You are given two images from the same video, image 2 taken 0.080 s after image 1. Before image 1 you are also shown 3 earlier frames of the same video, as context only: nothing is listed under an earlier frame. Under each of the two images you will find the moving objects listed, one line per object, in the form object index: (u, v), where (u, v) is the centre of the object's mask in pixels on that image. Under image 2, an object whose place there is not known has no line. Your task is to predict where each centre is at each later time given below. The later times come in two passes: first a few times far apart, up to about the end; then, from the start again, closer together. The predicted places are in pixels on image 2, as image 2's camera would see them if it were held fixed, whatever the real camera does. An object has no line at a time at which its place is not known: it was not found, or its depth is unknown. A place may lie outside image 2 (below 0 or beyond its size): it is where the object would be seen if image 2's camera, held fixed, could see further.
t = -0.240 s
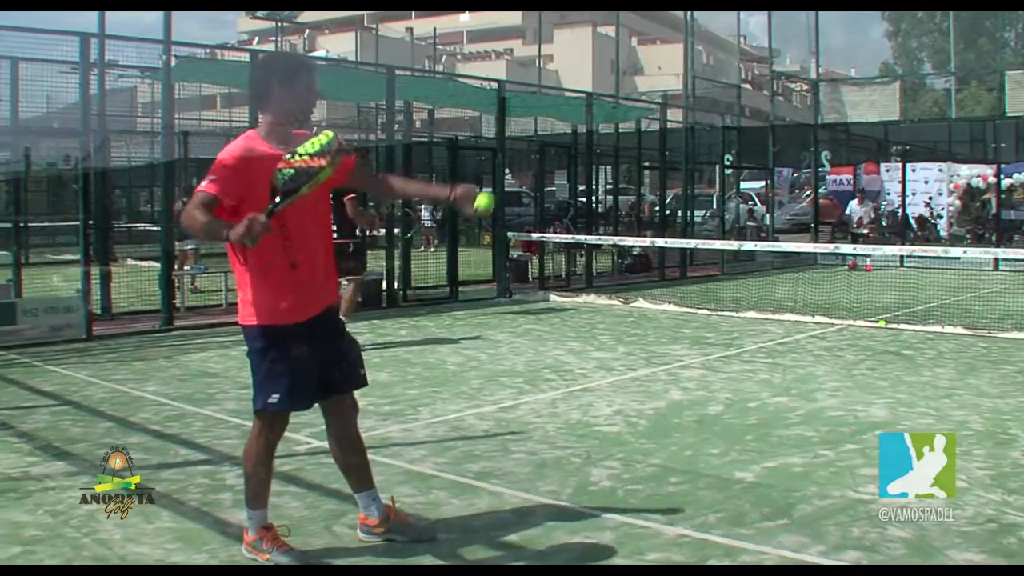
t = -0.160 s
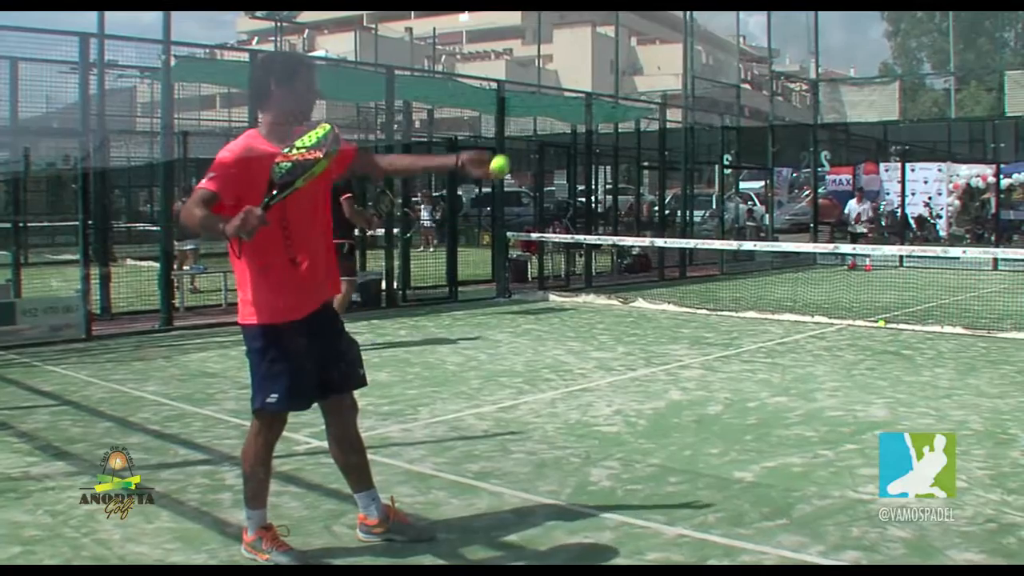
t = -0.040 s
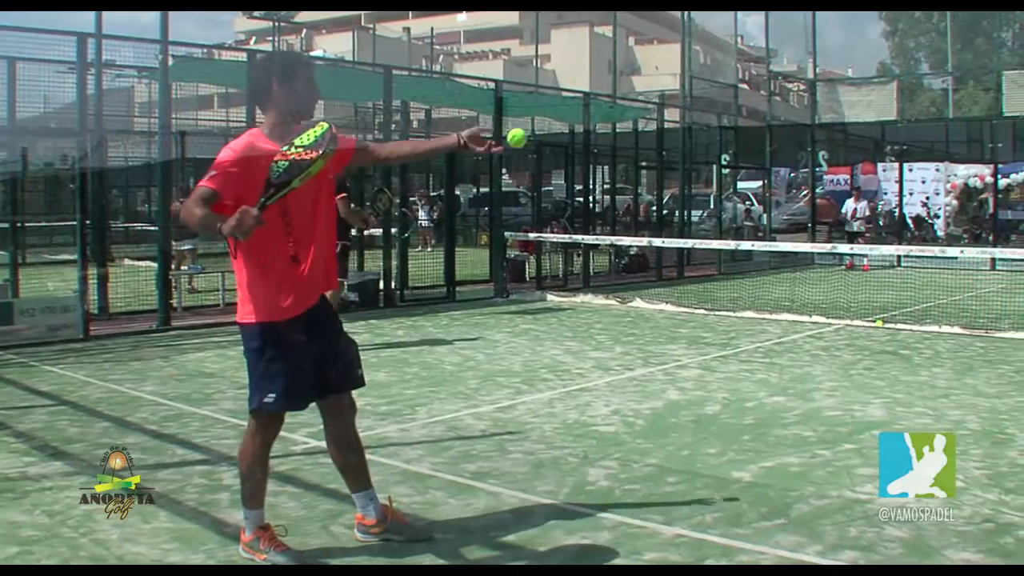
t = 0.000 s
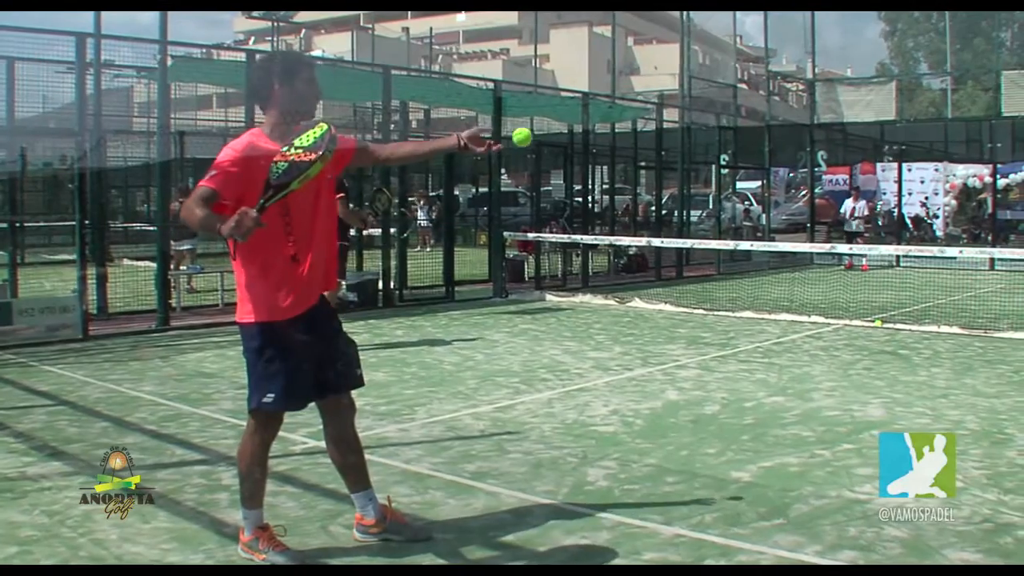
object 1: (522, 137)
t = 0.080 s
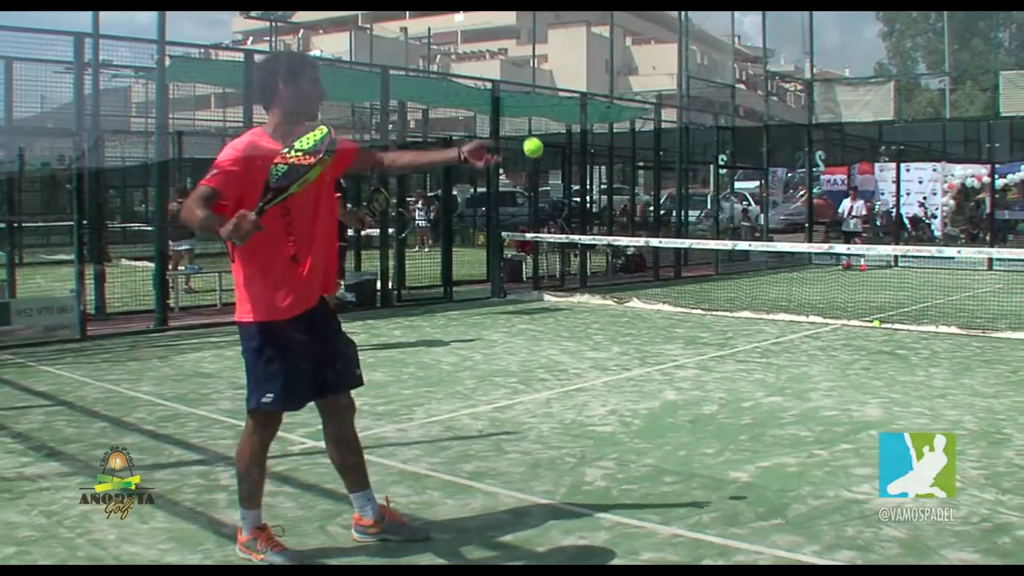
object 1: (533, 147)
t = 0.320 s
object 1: (567, 276)
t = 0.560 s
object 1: (598, 509)
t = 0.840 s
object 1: (621, 309)
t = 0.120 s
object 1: (539, 159)
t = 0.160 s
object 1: (544, 174)
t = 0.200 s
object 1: (550, 194)
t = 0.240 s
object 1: (556, 218)
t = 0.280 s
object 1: (562, 245)
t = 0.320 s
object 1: (567, 276)
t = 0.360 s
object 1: (572, 310)
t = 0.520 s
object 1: (593, 485)
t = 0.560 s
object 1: (598, 509)
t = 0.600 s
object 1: (602, 469)
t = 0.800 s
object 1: (619, 326)
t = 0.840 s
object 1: (621, 309)
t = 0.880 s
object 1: (624, 296)
